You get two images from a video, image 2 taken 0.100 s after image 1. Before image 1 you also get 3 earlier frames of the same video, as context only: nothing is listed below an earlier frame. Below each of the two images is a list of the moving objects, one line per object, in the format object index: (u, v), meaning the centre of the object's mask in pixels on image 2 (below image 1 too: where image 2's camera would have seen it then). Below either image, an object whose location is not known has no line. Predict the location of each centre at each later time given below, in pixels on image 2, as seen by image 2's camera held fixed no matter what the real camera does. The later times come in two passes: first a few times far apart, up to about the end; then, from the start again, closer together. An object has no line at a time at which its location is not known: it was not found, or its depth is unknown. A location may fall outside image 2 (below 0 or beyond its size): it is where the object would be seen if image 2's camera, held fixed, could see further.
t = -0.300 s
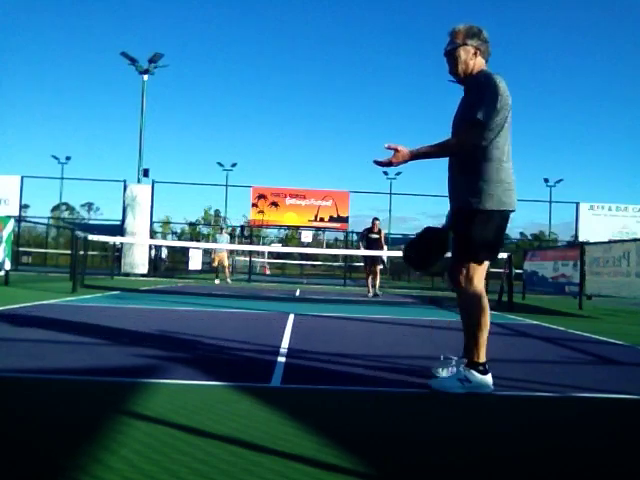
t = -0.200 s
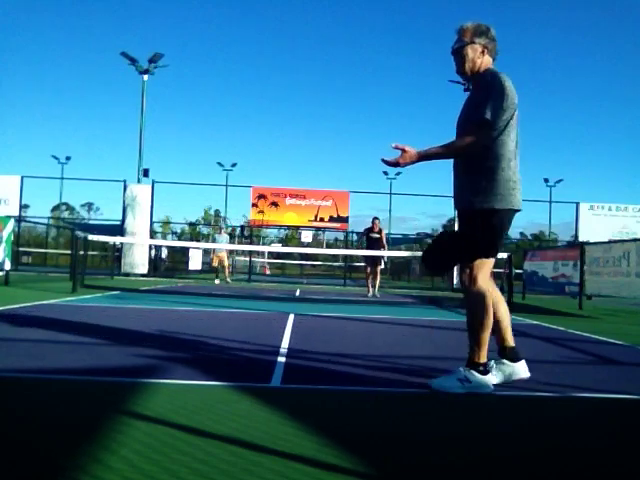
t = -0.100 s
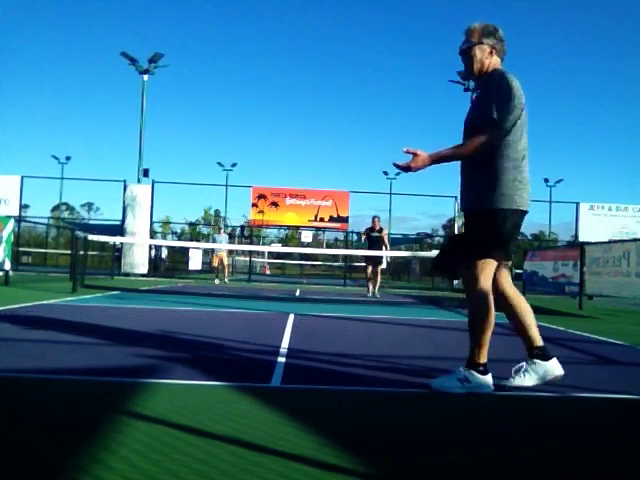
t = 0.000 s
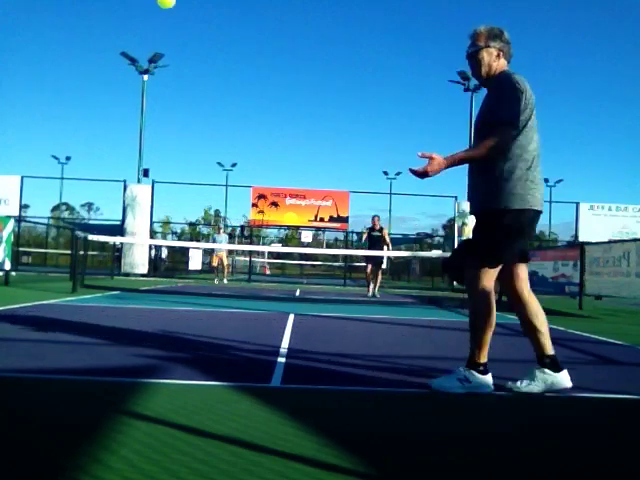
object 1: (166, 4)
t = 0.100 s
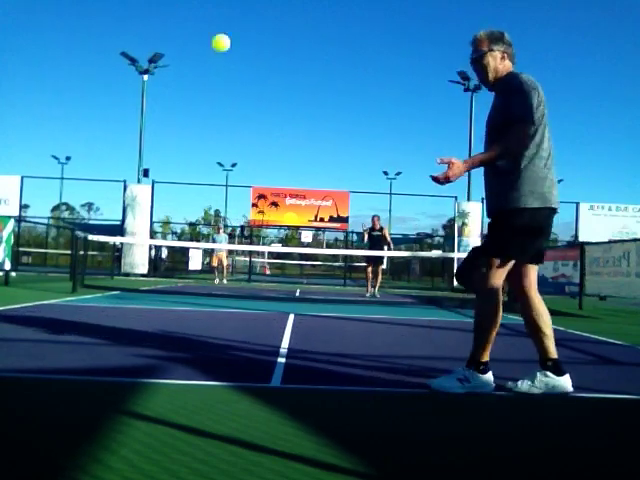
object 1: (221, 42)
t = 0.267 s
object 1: (302, 156)
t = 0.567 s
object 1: (419, 344)
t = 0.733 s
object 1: (460, 255)
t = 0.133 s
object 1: (238, 62)
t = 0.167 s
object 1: (255, 82)
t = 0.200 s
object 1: (271, 105)
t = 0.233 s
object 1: (287, 130)
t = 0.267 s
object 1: (302, 156)
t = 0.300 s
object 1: (318, 184)
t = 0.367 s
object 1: (347, 246)
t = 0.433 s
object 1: (375, 315)
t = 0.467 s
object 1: (387, 351)
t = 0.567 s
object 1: (419, 344)
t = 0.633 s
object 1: (437, 299)
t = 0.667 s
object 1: (444, 282)
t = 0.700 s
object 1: (452, 267)
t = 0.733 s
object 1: (460, 255)
